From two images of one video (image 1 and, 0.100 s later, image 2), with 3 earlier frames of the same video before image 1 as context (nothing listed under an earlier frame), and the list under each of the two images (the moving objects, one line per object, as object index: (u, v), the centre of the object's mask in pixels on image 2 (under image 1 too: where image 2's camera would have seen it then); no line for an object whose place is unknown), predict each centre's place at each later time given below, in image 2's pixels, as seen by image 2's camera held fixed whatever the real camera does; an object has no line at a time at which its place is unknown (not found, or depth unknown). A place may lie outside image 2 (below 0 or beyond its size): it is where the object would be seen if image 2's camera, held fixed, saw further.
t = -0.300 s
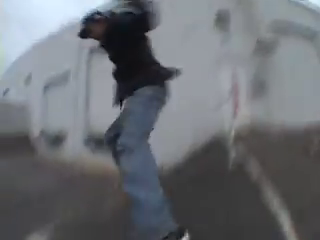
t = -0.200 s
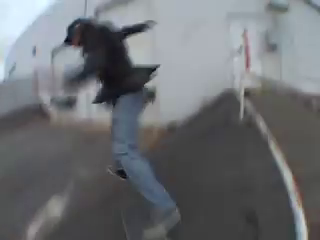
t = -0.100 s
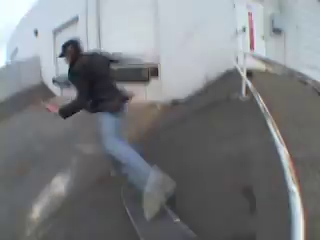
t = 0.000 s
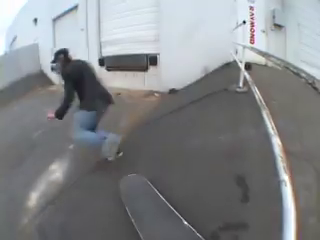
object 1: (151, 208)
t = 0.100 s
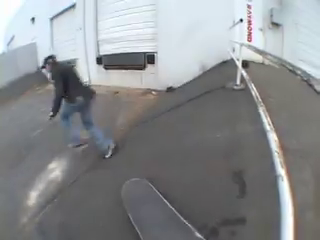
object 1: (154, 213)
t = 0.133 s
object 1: (157, 215)
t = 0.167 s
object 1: (159, 217)
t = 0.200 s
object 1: (161, 220)
